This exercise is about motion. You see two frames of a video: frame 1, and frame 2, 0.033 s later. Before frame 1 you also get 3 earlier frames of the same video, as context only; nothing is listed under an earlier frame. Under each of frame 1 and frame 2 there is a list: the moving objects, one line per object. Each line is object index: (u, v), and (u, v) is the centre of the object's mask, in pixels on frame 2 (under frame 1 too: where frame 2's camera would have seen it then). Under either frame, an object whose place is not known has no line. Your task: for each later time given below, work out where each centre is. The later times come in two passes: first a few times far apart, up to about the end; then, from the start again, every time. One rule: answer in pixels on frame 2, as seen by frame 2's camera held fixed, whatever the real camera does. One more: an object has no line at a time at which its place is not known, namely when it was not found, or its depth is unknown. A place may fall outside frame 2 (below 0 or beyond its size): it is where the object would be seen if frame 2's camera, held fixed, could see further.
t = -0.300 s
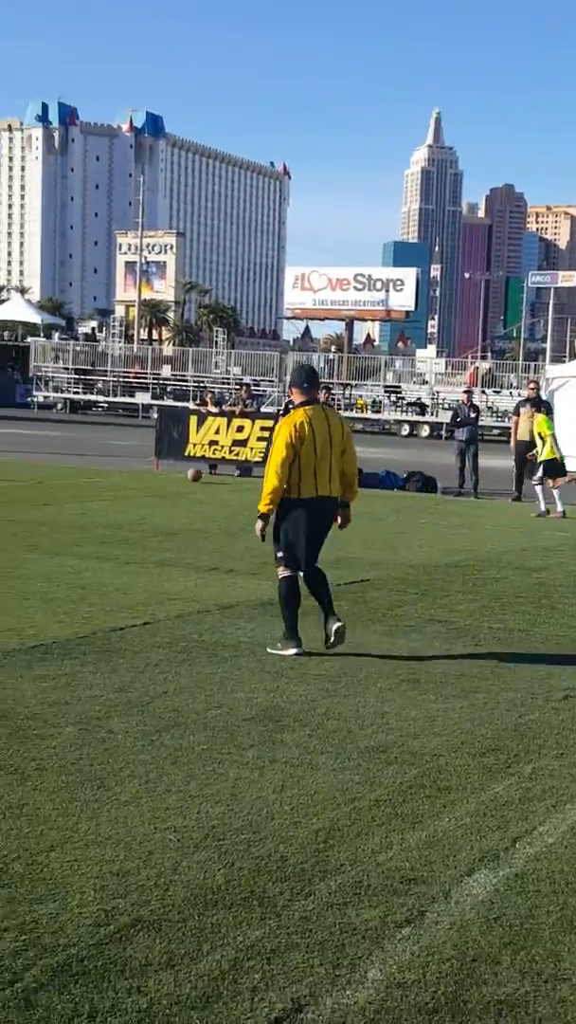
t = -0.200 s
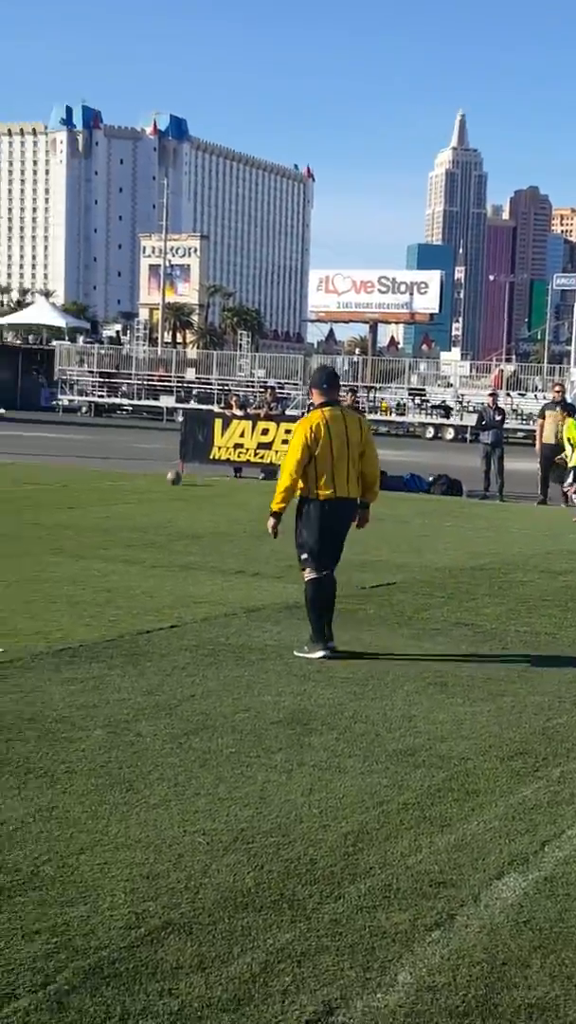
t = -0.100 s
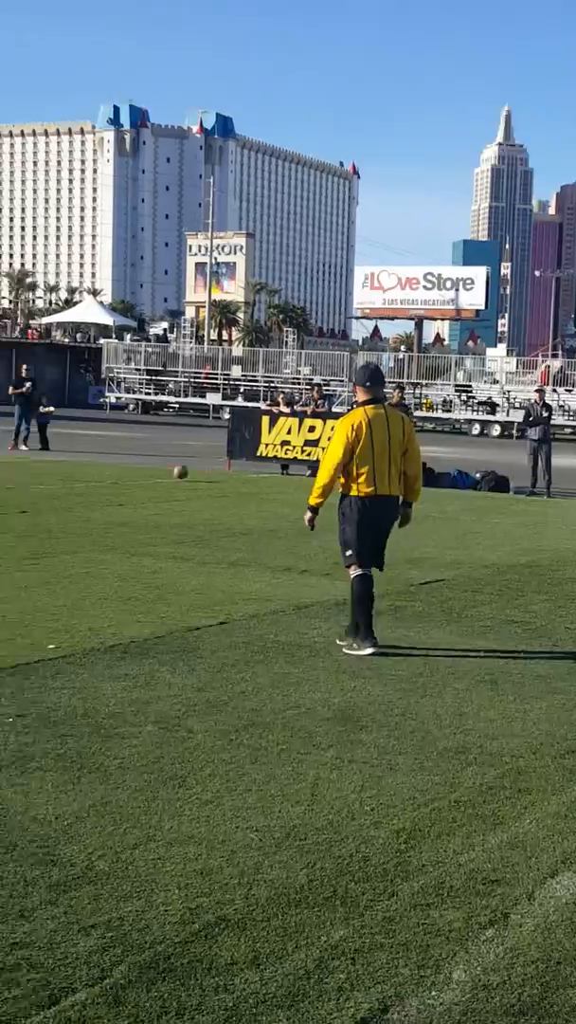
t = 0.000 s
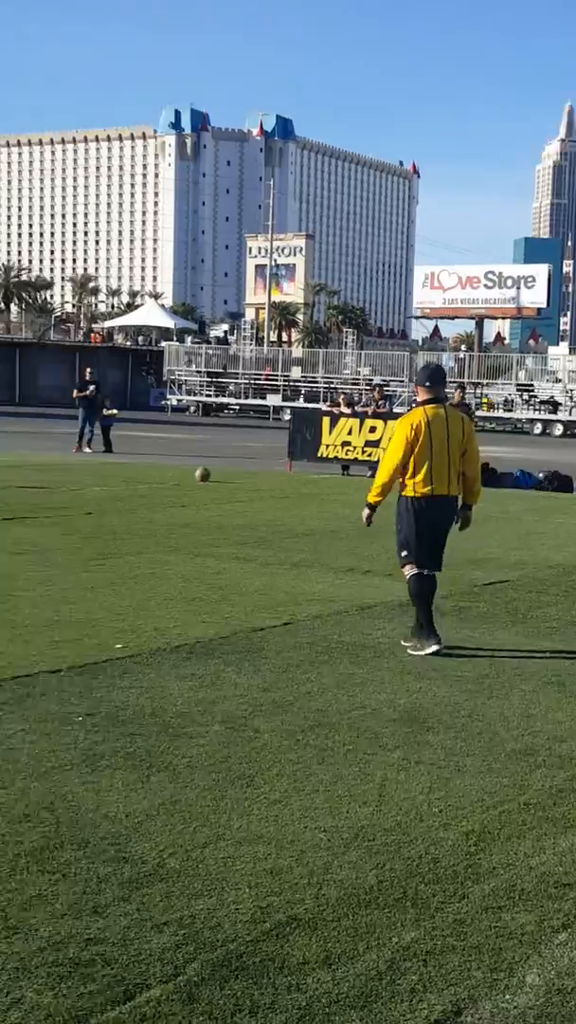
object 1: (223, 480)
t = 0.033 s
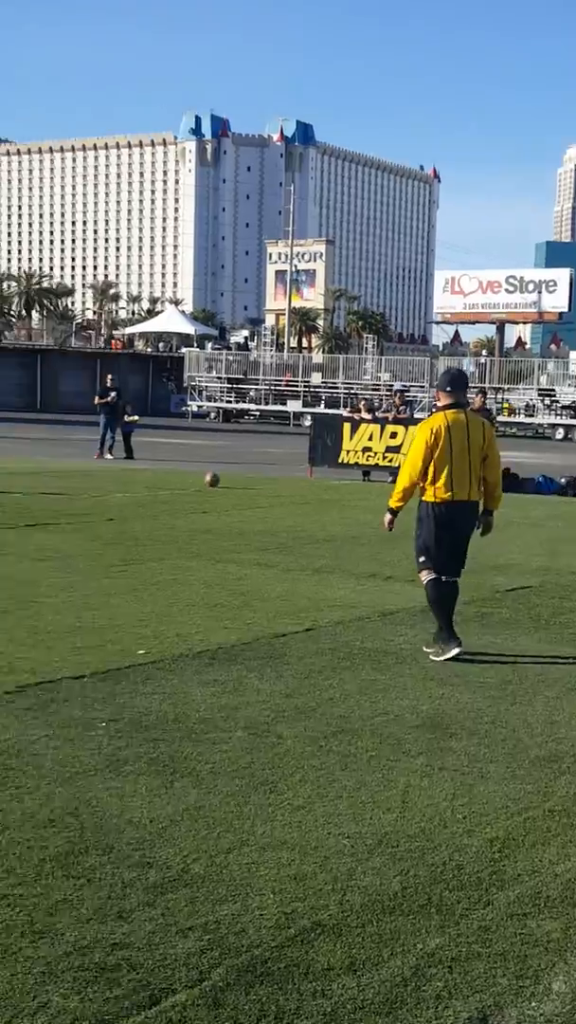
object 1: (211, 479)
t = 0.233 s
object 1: (147, 478)
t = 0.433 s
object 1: (90, 478)
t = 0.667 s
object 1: (23, 478)
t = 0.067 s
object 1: (201, 478)
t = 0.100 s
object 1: (190, 476)
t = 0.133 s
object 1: (179, 476)
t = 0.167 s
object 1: (168, 477)
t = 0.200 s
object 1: (157, 478)
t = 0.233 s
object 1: (147, 478)
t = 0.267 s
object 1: (137, 477)
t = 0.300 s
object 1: (128, 476)
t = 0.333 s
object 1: (118, 476)
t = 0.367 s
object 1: (109, 477)
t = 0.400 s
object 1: (99, 478)
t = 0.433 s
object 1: (90, 478)
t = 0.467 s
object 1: (81, 477)
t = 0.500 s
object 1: (71, 477)
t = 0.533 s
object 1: (61, 478)
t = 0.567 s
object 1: (52, 478)
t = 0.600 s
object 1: (42, 477)
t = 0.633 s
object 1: (33, 477)
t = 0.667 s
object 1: (23, 478)
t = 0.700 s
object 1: (15, 478)
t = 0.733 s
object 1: (5, 477)
